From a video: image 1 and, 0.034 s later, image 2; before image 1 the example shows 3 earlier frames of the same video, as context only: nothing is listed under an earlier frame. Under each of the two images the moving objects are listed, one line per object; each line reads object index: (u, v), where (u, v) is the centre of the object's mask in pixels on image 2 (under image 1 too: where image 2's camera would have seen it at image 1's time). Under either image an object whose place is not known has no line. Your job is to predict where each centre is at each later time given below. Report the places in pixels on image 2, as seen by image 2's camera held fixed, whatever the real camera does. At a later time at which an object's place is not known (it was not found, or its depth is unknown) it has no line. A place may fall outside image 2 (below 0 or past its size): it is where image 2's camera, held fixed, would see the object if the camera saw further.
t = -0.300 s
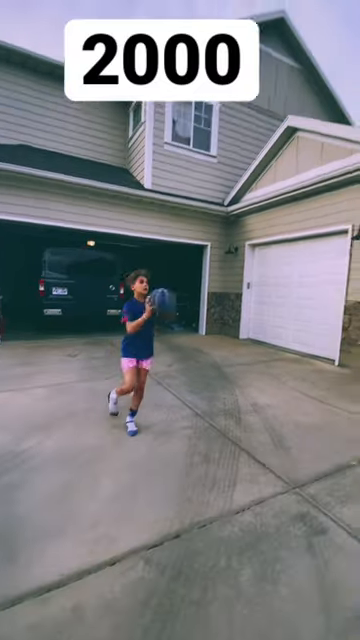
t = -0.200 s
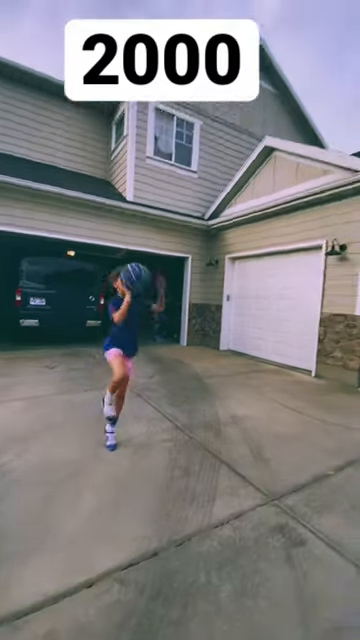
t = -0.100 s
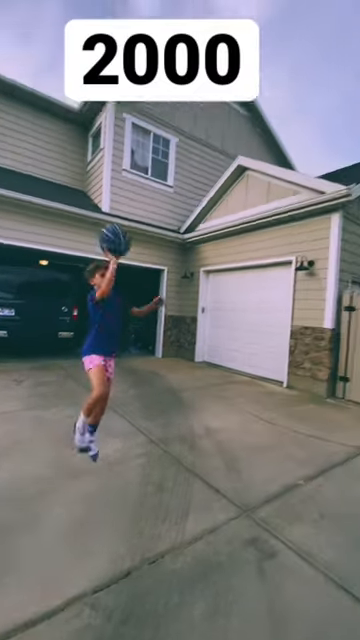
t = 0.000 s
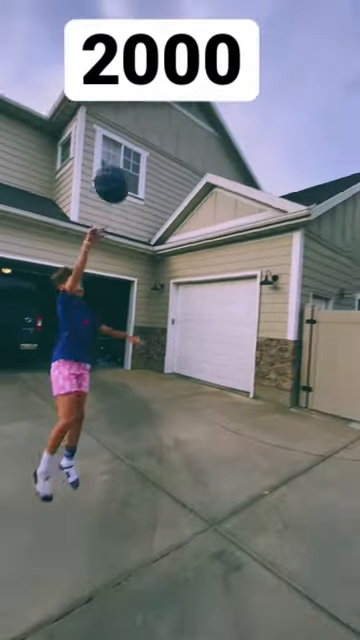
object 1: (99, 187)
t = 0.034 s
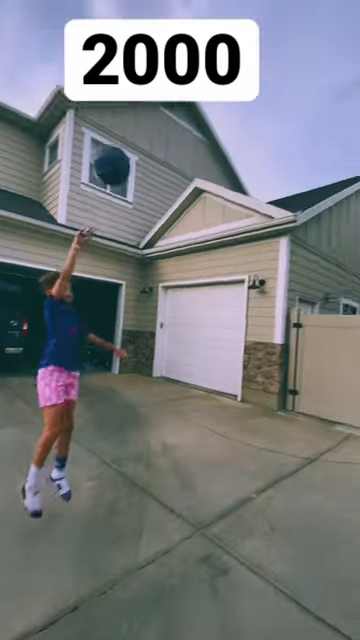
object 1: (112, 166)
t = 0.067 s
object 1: (125, 145)
